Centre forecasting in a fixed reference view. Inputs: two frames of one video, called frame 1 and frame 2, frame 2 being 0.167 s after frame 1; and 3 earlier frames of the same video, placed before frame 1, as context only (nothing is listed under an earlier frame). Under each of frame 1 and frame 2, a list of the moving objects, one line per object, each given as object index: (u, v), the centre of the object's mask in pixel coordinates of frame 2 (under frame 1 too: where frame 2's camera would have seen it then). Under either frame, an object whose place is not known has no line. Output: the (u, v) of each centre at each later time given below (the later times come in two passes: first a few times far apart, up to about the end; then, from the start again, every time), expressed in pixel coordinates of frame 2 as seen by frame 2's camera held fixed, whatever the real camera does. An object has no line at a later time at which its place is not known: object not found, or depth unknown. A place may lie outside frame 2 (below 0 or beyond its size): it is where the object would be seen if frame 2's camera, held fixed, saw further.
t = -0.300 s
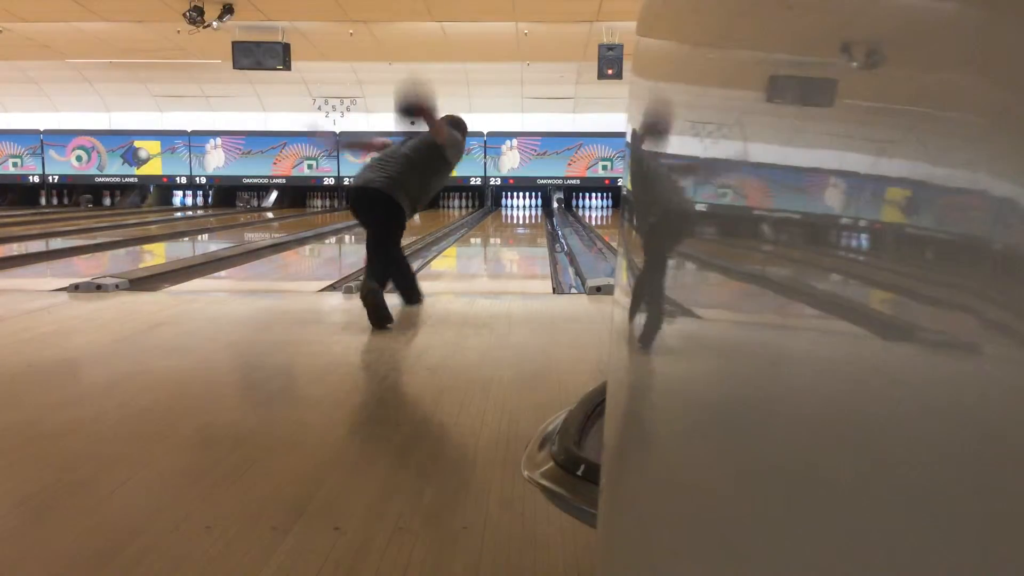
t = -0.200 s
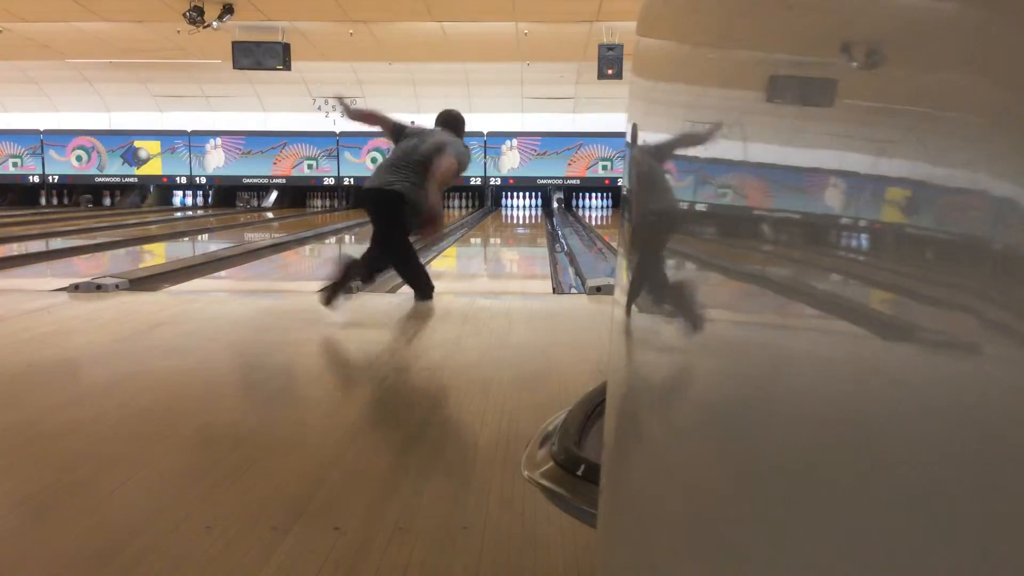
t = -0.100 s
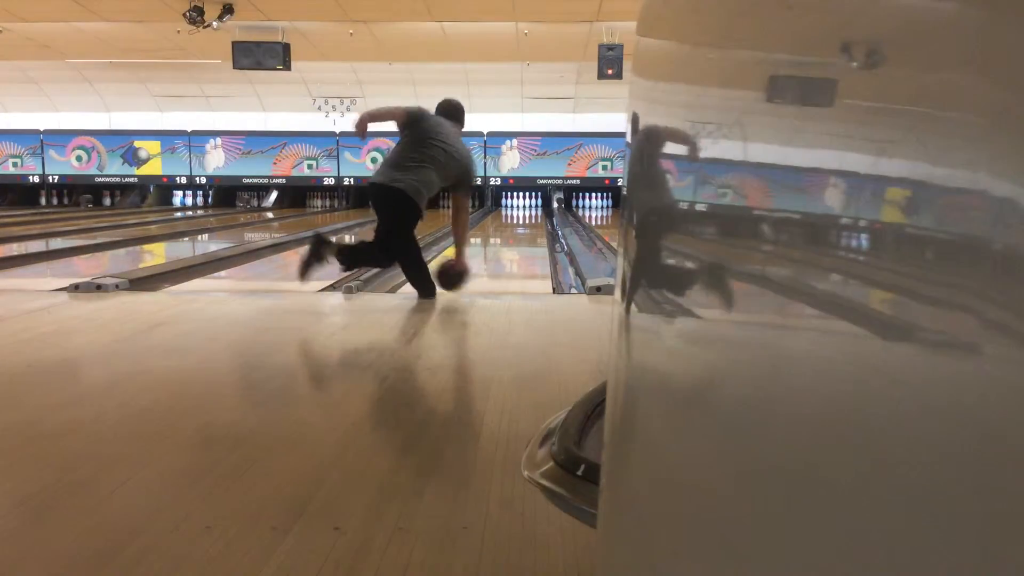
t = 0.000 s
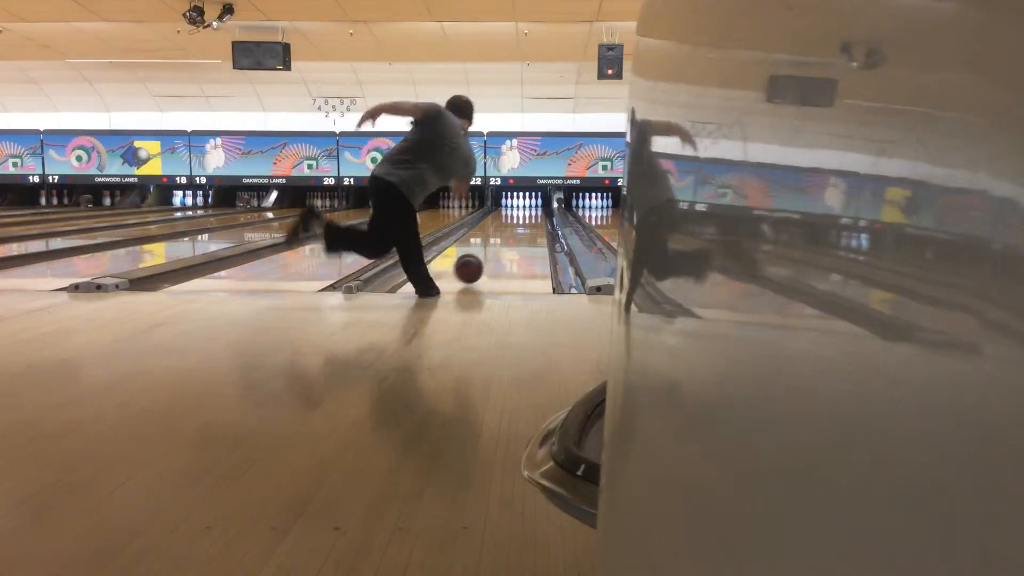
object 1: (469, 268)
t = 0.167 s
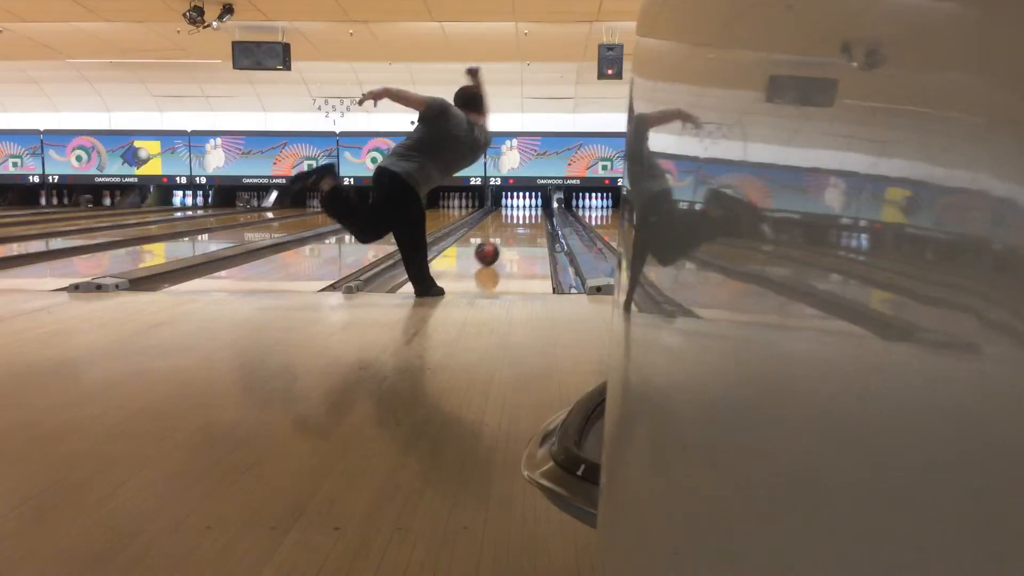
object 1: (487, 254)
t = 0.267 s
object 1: (495, 246)
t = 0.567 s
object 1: (510, 232)
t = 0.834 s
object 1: (518, 224)
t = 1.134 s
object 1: (524, 216)
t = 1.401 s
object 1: (527, 212)
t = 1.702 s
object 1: (527, 208)
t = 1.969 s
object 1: (526, 206)
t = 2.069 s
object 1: (524, 205)
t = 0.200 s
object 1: (490, 251)
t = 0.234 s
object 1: (492, 248)
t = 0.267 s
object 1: (495, 246)
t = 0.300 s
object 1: (497, 244)
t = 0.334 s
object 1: (499, 242)
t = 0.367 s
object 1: (501, 240)
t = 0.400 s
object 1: (503, 238)
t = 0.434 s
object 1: (505, 237)
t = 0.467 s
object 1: (506, 235)
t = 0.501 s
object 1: (508, 234)
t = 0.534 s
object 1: (509, 233)
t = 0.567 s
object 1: (510, 232)
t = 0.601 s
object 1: (512, 230)
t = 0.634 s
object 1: (513, 229)
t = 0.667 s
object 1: (514, 229)
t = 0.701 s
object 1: (515, 227)
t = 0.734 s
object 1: (516, 226)
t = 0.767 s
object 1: (517, 225)
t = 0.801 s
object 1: (518, 224)
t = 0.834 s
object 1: (518, 224)
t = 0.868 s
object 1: (519, 222)
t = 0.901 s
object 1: (520, 221)
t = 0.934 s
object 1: (521, 221)
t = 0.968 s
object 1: (522, 220)
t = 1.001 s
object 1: (522, 219)
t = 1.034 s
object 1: (523, 218)
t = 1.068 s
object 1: (523, 218)
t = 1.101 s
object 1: (523, 217)
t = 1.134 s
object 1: (524, 216)
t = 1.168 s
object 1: (524, 216)
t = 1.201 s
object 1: (524, 215)
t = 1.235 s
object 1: (525, 214)
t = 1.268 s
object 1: (526, 214)
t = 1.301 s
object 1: (526, 214)
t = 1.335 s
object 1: (526, 213)
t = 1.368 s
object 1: (526, 213)
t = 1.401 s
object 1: (527, 212)
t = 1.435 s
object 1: (527, 211)
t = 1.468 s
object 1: (527, 211)
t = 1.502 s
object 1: (527, 210)
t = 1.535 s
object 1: (527, 210)
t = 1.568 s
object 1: (527, 210)
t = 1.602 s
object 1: (527, 209)
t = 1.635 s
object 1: (527, 209)
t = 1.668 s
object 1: (527, 208)
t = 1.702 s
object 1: (527, 208)
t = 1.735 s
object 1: (527, 207)
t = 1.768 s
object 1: (527, 207)
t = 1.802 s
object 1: (527, 207)
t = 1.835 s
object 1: (527, 207)
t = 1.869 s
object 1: (527, 207)
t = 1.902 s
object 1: (527, 206)
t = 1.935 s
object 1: (526, 206)
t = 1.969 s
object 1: (526, 206)
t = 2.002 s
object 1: (526, 205)
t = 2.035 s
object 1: (525, 205)
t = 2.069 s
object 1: (524, 205)
